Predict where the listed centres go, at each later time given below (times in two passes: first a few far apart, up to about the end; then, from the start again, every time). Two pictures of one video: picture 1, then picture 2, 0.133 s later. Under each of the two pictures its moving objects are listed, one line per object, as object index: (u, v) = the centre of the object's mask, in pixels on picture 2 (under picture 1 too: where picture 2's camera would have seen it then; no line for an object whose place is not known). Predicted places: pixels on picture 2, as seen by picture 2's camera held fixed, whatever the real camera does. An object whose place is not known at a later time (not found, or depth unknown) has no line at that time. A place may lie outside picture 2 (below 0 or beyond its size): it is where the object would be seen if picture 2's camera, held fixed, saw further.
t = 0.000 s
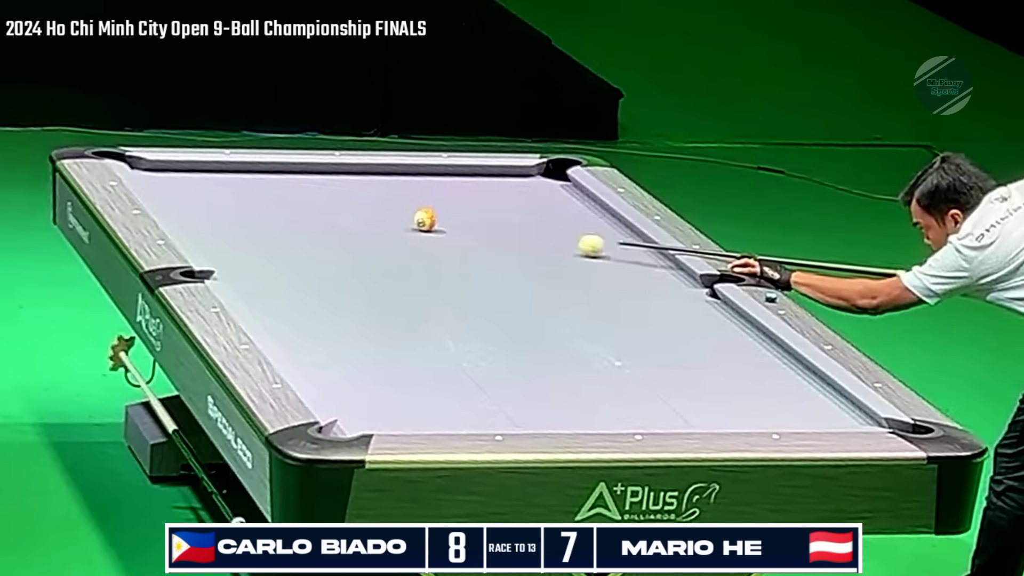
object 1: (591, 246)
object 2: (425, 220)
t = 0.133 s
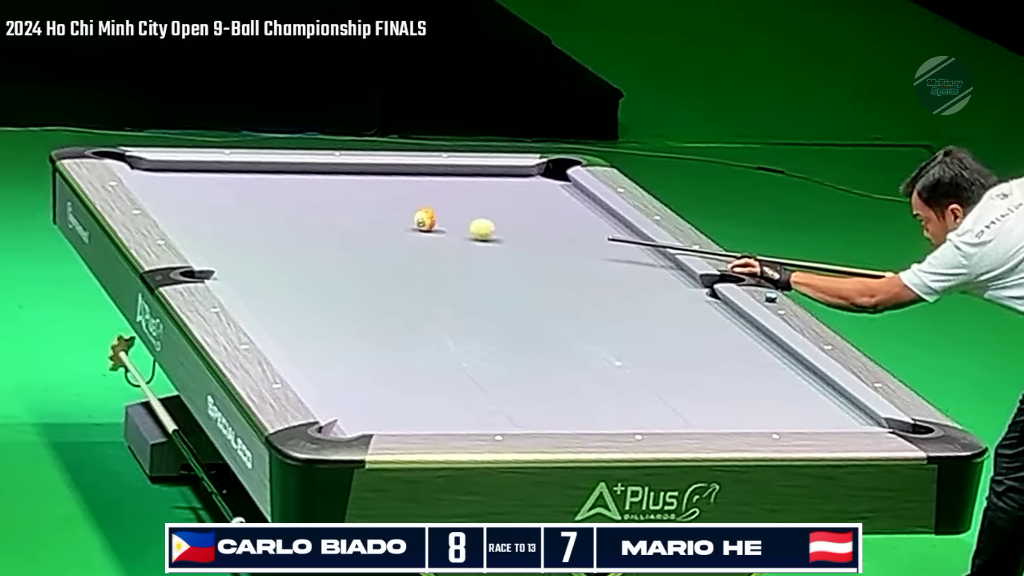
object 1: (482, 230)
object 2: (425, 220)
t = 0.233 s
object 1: (440, 225)
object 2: (387, 213)
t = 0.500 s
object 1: (395, 224)
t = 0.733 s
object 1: (338, 219)
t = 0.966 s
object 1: (284, 215)
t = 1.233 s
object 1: (223, 211)
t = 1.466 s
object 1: (173, 206)
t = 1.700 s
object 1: (189, 206)
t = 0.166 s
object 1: (455, 225)
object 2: (425, 220)
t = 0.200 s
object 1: (443, 224)
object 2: (411, 218)
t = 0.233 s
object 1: (440, 225)
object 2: (387, 213)
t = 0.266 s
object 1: (437, 225)
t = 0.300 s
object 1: (433, 225)
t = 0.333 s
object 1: (428, 225)
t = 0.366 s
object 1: (423, 225)
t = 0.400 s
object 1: (416, 225)
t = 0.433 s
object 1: (410, 224)
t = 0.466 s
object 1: (402, 224)
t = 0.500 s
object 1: (395, 224)
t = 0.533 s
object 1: (387, 223)
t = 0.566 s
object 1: (379, 223)
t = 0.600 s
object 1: (370, 222)
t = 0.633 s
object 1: (362, 221)
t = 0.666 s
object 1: (354, 221)
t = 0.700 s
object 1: (346, 220)
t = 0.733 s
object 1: (338, 219)
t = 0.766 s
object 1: (331, 219)
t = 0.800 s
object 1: (323, 218)
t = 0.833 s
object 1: (315, 218)
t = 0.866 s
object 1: (307, 217)
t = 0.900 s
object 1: (300, 217)
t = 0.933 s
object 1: (291, 216)
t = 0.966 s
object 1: (284, 215)
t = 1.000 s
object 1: (276, 215)
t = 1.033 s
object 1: (269, 214)
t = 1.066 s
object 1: (261, 213)
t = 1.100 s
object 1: (253, 213)
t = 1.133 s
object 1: (246, 213)
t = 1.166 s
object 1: (239, 212)
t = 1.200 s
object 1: (231, 211)
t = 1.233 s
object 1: (223, 211)
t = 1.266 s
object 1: (216, 210)
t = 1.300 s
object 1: (209, 210)
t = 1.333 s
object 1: (201, 209)
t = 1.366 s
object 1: (194, 209)
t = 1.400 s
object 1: (187, 208)
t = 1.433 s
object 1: (180, 208)
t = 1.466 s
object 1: (173, 206)
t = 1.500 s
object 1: (170, 205)
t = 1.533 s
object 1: (173, 206)
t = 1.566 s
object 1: (177, 206)
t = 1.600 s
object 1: (180, 206)
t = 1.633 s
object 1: (183, 206)
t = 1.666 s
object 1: (186, 206)
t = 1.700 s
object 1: (189, 206)
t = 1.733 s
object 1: (192, 206)
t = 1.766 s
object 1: (195, 206)
